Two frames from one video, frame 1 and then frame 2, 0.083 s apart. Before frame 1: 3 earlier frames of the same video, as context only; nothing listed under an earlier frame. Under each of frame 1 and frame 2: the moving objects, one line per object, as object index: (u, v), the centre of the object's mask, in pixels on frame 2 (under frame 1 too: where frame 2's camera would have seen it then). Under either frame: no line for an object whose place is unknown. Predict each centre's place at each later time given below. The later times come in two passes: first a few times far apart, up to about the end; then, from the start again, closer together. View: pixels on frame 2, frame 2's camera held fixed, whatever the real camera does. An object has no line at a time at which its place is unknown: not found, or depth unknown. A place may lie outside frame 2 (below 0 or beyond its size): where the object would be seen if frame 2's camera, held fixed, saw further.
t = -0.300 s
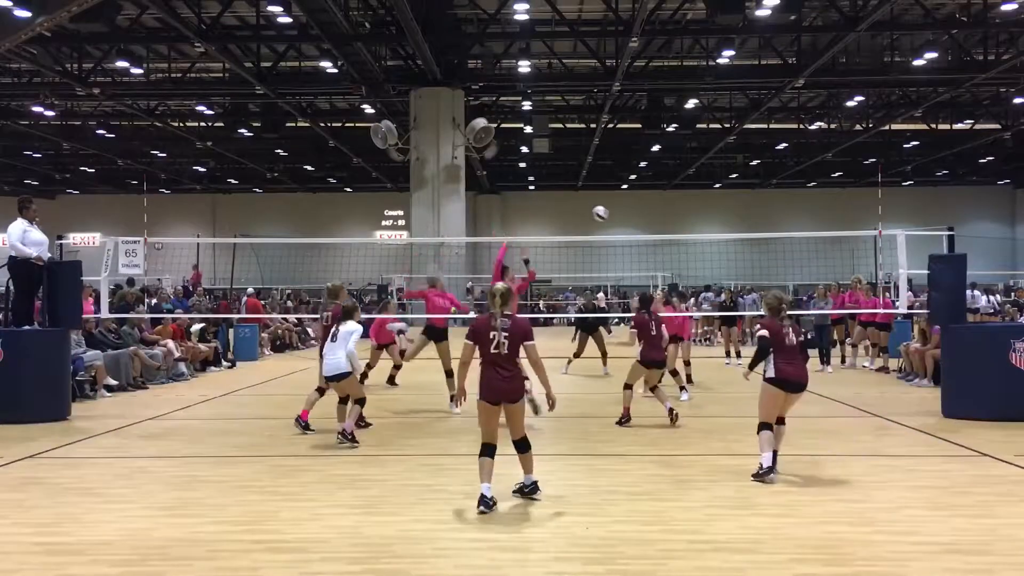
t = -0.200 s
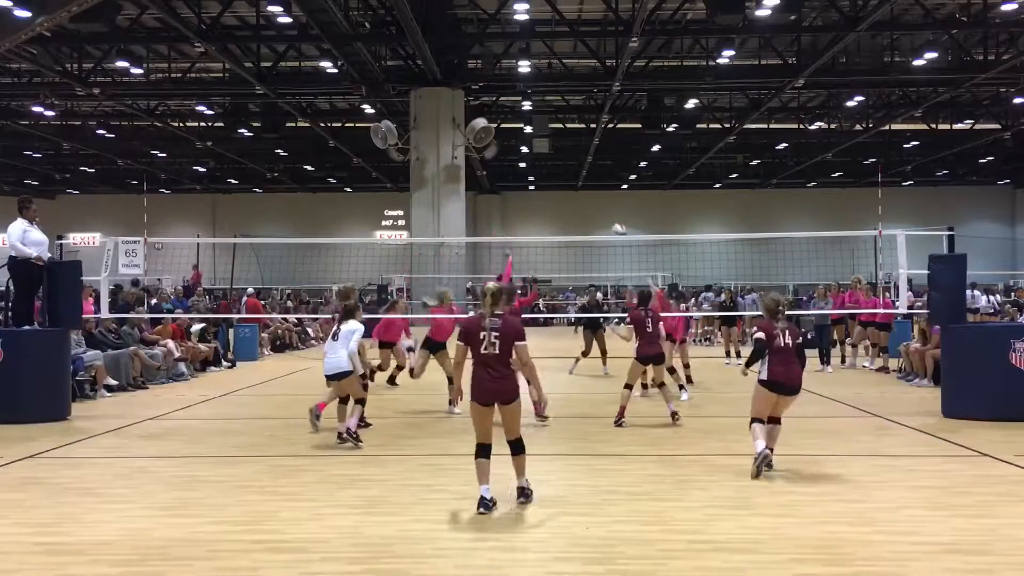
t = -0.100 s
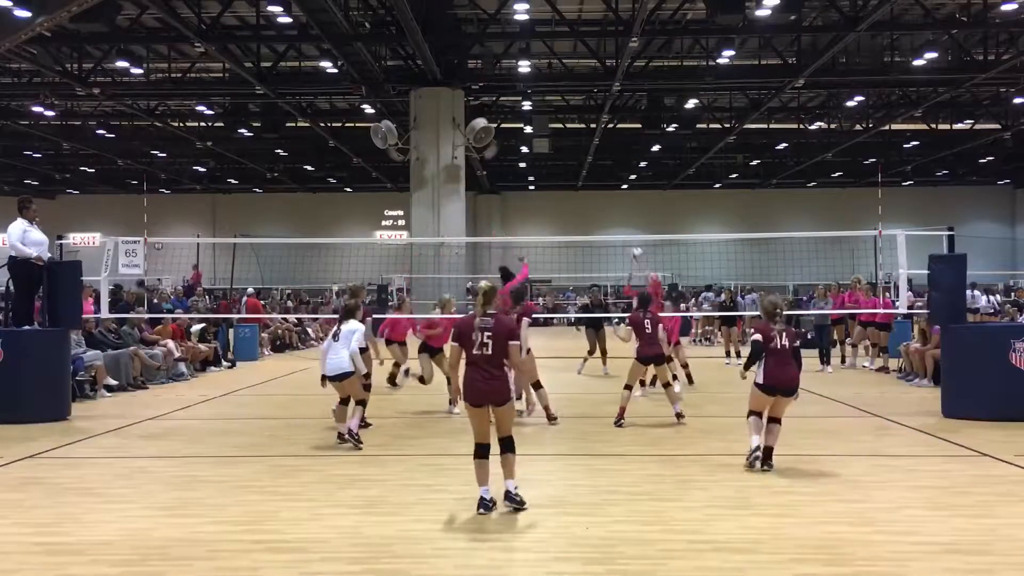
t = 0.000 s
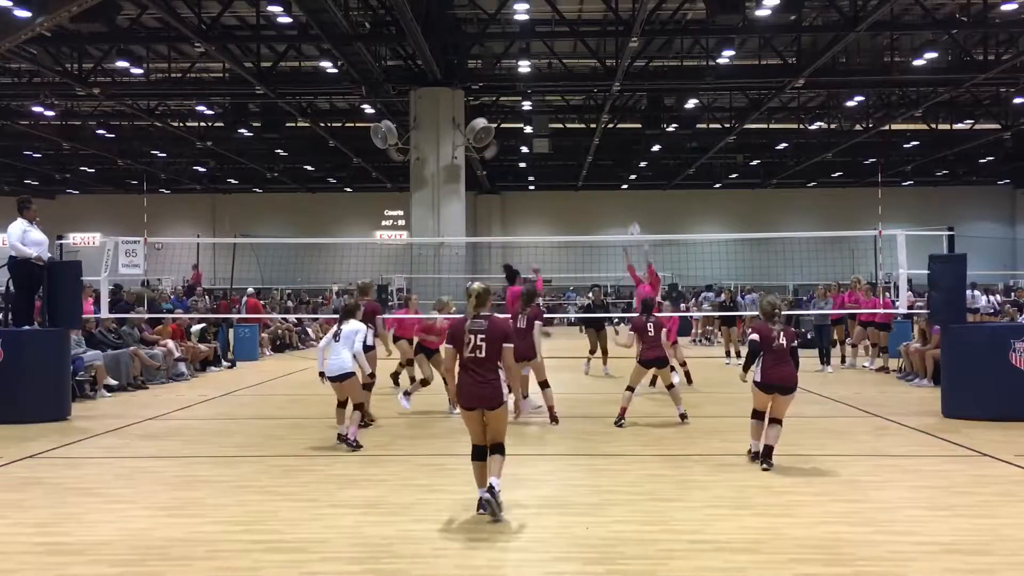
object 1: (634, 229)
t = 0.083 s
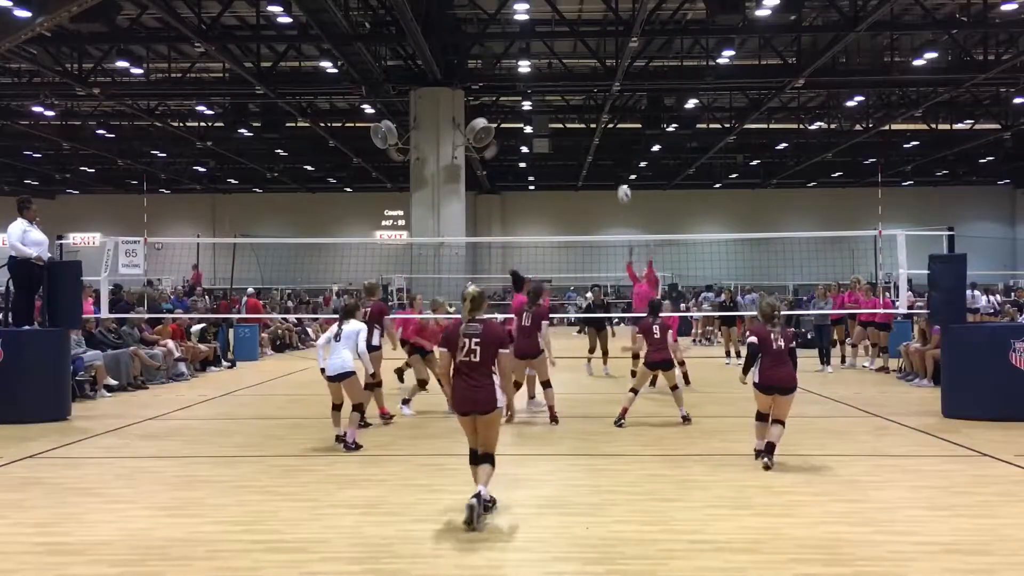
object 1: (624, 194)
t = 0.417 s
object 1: (583, 90)
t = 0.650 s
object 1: (555, 60)
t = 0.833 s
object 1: (534, 62)
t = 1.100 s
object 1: (502, 106)
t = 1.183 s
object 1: (493, 128)
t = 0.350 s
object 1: (592, 104)
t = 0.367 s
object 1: (590, 101)
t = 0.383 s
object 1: (587, 97)
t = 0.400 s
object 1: (586, 93)
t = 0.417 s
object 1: (583, 90)
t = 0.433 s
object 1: (581, 86)
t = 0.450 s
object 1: (579, 83)
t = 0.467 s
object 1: (577, 80)
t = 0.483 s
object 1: (575, 77)
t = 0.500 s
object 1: (573, 75)
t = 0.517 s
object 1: (571, 73)
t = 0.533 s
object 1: (569, 70)
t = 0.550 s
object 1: (567, 68)
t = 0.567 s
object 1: (566, 66)
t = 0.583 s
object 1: (563, 65)
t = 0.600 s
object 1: (561, 64)
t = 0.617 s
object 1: (559, 62)
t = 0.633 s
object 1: (557, 61)
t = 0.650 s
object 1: (555, 60)
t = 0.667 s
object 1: (554, 60)
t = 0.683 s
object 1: (552, 59)
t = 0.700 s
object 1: (550, 59)
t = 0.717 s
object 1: (547, 59)
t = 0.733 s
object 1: (546, 58)
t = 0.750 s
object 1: (544, 59)
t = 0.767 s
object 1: (542, 59)
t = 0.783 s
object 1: (540, 60)
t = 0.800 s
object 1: (538, 60)
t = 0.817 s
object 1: (536, 61)
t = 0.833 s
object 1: (534, 62)
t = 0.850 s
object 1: (532, 63)
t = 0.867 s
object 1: (530, 65)
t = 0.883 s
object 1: (528, 67)
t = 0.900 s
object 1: (526, 69)
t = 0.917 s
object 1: (524, 71)
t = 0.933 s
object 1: (522, 73)
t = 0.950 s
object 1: (521, 75)
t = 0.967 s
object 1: (518, 79)
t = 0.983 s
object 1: (516, 81)
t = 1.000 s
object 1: (514, 84)
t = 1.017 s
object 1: (512, 87)
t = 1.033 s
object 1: (510, 90)
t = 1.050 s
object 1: (508, 94)
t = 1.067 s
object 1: (506, 98)
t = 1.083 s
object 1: (504, 102)
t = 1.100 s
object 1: (502, 106)
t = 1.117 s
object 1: (500, 110)
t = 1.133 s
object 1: (499, 114)
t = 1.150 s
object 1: (497, 118)
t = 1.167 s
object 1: (495, 123)
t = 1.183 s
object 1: (493, 128)
